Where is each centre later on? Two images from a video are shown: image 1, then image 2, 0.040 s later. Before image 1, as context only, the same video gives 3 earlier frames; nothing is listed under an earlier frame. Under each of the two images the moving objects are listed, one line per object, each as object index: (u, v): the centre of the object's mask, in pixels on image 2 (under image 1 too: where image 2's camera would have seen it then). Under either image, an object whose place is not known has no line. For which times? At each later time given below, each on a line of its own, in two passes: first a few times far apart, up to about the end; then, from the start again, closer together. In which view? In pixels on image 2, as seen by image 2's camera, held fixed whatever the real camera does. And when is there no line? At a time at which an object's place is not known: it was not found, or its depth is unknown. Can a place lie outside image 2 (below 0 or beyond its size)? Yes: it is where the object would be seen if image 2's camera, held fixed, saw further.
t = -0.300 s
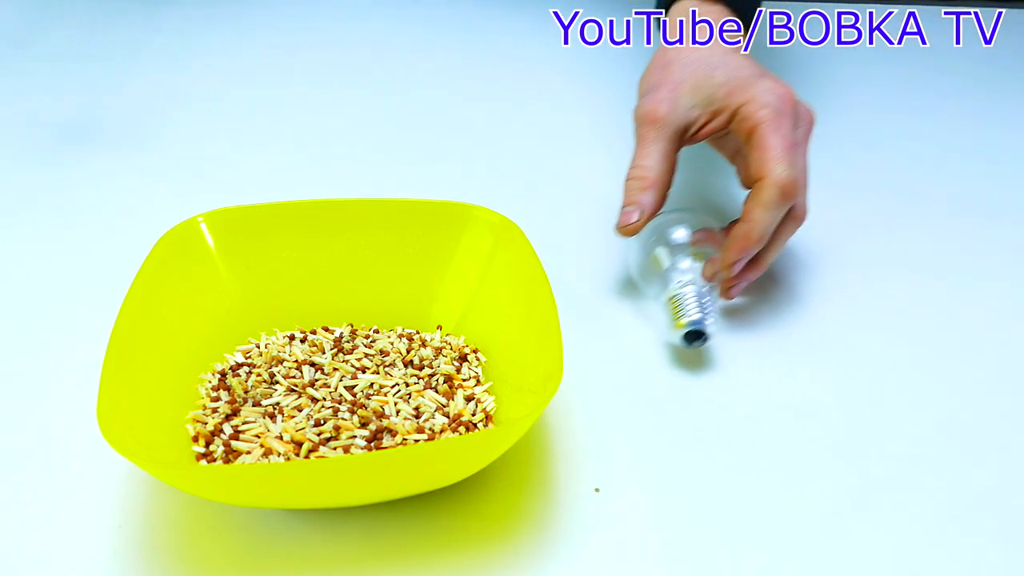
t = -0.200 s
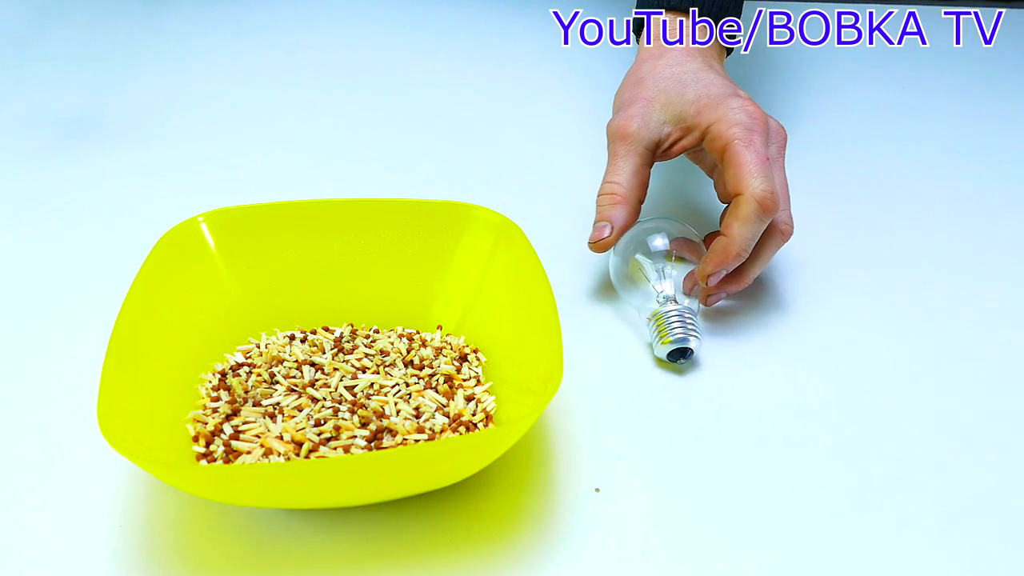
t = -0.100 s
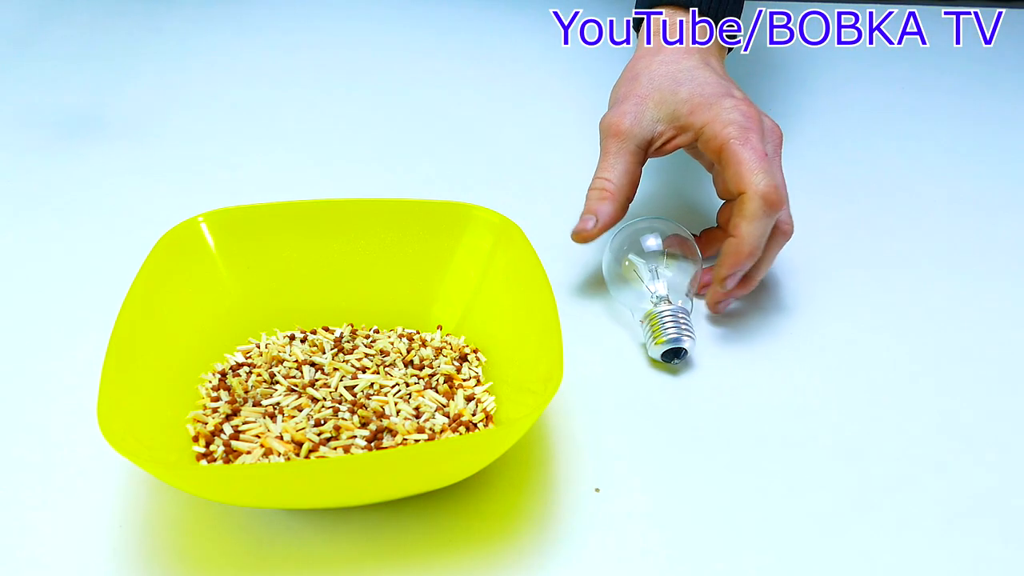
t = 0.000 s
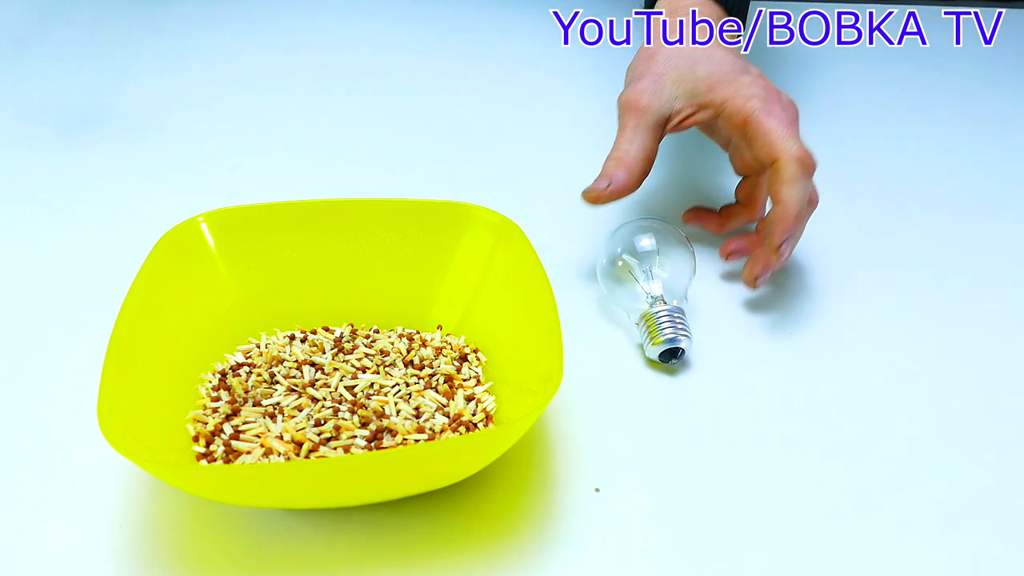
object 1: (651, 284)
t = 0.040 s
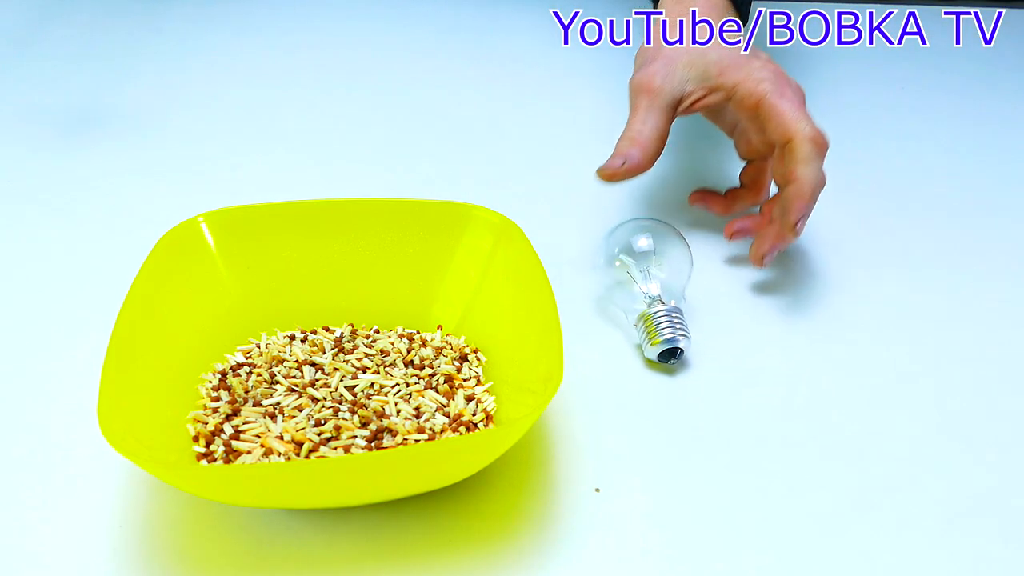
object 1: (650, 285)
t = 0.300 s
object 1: (627, 286)
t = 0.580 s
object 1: (603, 293)
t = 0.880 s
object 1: (592, 304)
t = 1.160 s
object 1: (590, 310)
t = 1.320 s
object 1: (590, 309)
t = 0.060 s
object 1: (647, 285)
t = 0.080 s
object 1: (645, 284)
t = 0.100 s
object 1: (644, 284)
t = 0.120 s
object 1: (642, 284)
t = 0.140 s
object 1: (640, 285)
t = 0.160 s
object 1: (639, 285)
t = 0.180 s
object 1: (637, 285)
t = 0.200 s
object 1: (636, 285)
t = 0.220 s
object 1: (634, 285)
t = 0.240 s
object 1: (632, 285)
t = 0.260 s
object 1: (630, 286)
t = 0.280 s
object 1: (629, 286)
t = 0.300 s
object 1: (627, 286)
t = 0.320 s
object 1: (625, 287)
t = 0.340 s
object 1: (623, 287)
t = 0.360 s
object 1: (621, 288)
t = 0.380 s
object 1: (619, 288)
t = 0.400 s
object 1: (617, 288)
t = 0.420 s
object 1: (615, 289)
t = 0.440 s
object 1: (613, 289)
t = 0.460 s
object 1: (611, 290)
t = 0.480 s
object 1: (609, 290)
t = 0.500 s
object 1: (608, 291)
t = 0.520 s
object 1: (606, 292)
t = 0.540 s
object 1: (605, 292)
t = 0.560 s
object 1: (604, 293)
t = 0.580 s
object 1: (603, 293)
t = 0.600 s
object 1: (602, 294)
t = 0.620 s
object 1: (601, 295)
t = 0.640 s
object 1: (600, 295)
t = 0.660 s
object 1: (599, 296)
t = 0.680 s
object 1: (598, 297)
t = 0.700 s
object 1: (597, 297)
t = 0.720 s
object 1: (596, 298)
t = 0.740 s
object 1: (596, 299)
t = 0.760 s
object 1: (595, 300)
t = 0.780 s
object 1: (595, 301)
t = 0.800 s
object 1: (594, 302)
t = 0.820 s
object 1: (594, 302)
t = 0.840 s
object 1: (593, 302)
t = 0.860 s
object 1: (593, 304)
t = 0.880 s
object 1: (592, 304)
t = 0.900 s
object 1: (592, 305)
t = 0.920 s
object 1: (591, 306)
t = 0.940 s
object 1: (591, 307)
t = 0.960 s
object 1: (591, 307)
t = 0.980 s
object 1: (590, 308)
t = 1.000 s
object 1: (590, 308)
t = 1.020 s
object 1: (590, 309)
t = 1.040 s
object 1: (590, 309)
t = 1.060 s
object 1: (590, 309)
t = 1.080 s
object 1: (590, 310)
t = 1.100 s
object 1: (590, 310)
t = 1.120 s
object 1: (590, 310)
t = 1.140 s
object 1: (590, 310)
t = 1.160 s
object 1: (590, 310)
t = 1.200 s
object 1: (590, 310)
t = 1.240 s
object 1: (590, 310)
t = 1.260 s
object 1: (590, 310)
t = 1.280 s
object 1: (590, 310)
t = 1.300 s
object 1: (590, 309)
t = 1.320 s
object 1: (590, 309)
